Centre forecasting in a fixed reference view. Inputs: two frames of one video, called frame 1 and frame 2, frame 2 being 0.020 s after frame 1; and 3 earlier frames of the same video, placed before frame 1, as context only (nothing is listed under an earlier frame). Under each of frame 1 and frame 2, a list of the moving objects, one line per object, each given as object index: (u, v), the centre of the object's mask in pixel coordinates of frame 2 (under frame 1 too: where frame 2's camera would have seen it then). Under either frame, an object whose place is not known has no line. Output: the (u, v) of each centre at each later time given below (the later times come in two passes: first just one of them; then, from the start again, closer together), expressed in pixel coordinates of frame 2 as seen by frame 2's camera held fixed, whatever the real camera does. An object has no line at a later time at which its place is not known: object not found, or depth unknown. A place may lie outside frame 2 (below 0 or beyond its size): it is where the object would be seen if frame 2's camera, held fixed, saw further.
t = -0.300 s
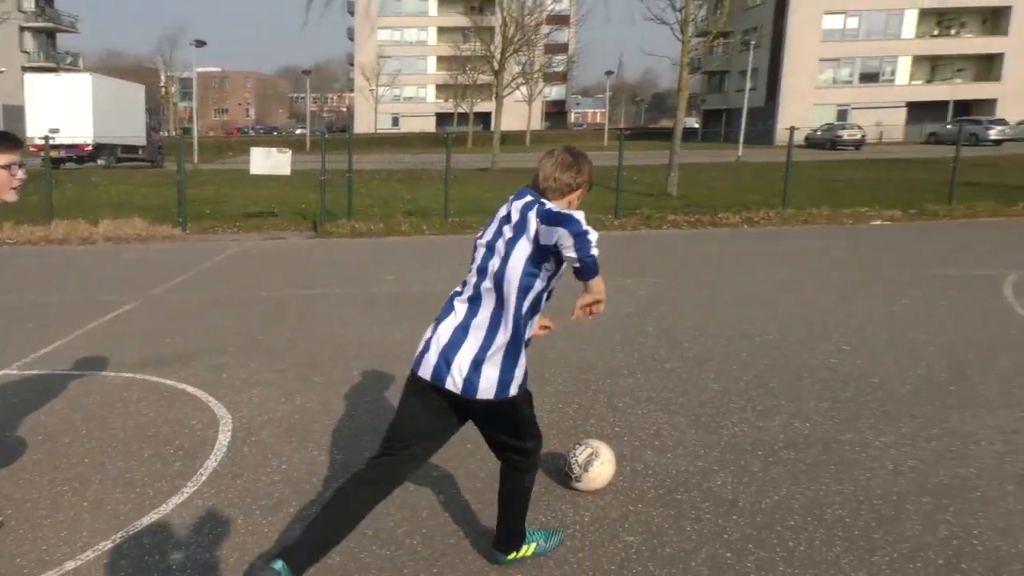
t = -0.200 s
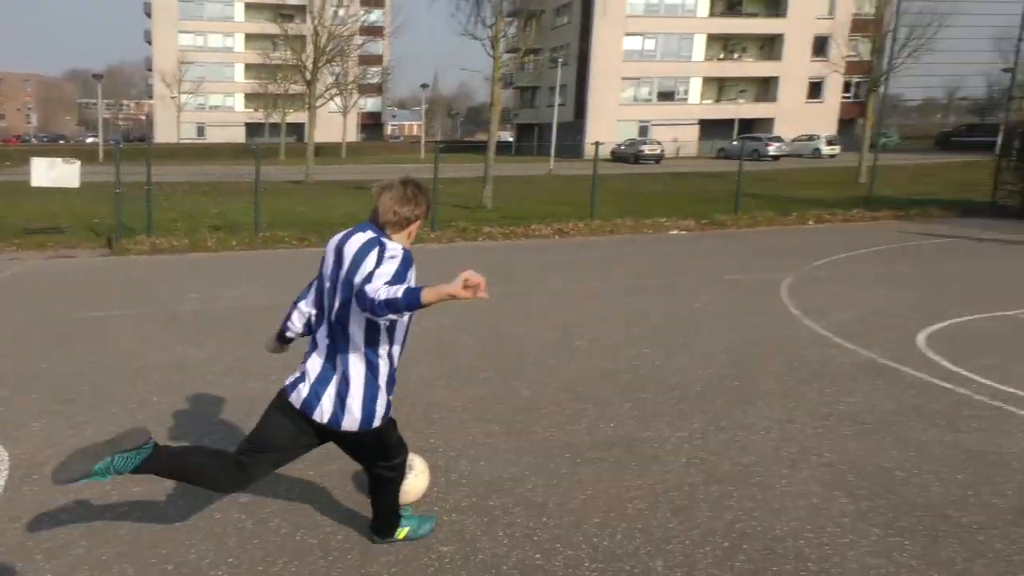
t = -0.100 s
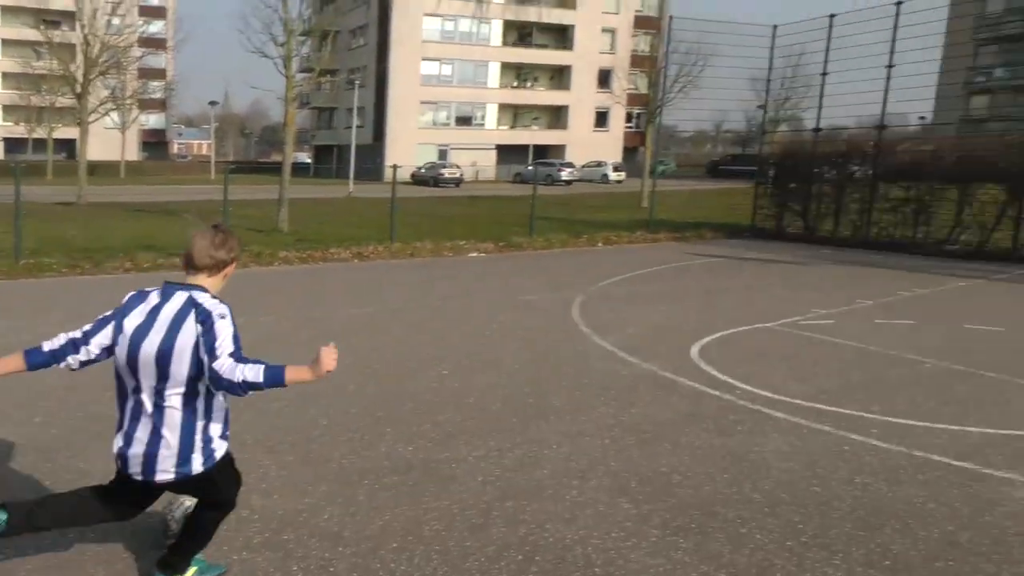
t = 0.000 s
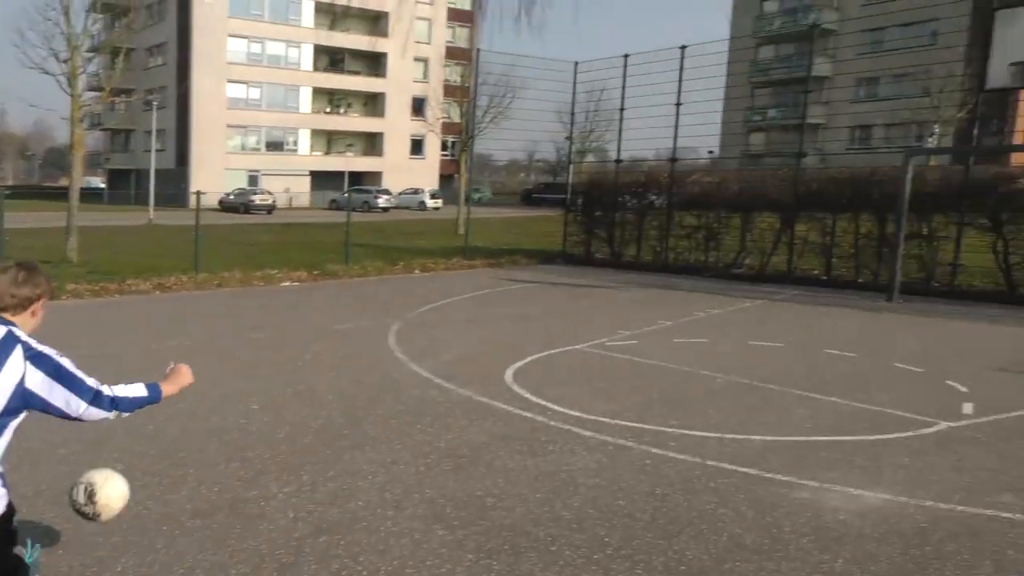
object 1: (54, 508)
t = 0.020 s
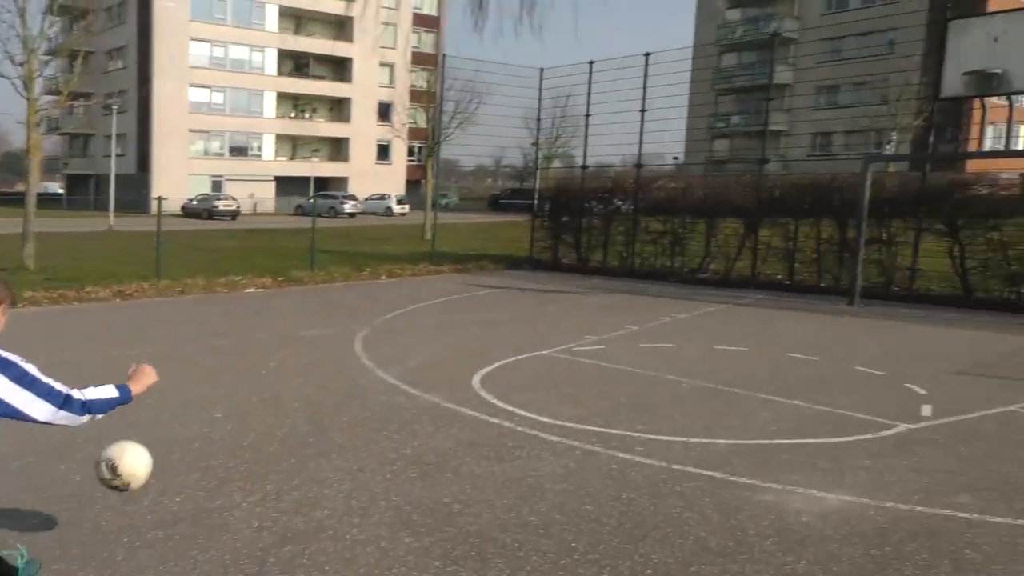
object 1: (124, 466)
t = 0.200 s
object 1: (491, 258)
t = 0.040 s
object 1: (185, 430)
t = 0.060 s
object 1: (241, 398)
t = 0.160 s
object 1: (435, 288)
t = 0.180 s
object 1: (464, 273)
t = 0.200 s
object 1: (491, 258)
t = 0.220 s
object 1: (518, 246)
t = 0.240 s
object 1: (542, 234)
